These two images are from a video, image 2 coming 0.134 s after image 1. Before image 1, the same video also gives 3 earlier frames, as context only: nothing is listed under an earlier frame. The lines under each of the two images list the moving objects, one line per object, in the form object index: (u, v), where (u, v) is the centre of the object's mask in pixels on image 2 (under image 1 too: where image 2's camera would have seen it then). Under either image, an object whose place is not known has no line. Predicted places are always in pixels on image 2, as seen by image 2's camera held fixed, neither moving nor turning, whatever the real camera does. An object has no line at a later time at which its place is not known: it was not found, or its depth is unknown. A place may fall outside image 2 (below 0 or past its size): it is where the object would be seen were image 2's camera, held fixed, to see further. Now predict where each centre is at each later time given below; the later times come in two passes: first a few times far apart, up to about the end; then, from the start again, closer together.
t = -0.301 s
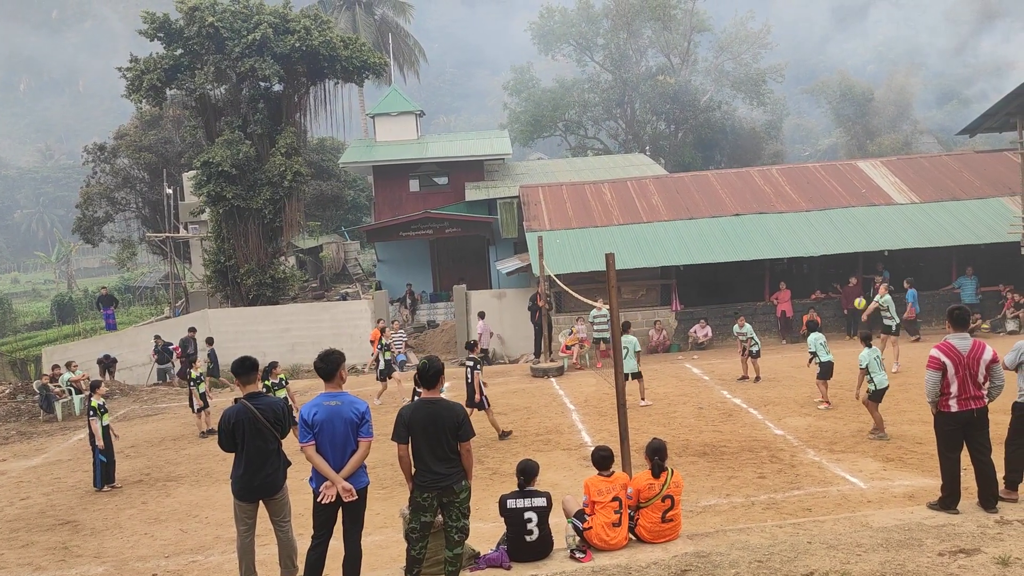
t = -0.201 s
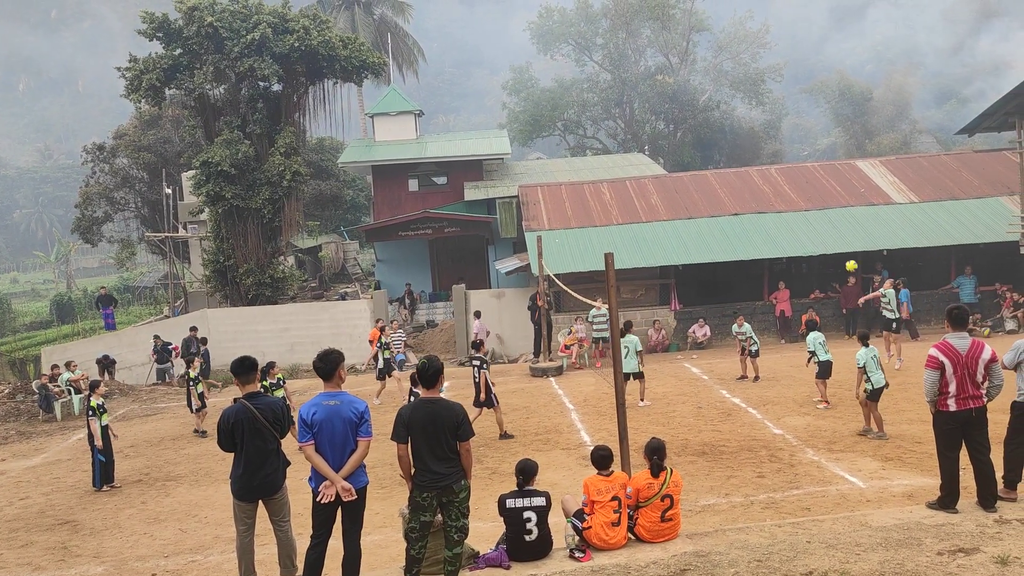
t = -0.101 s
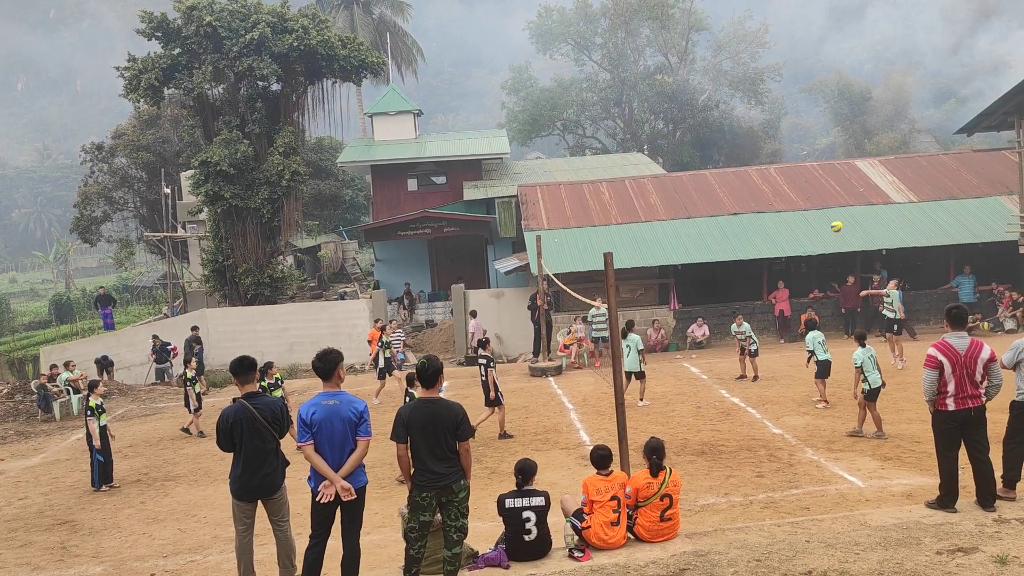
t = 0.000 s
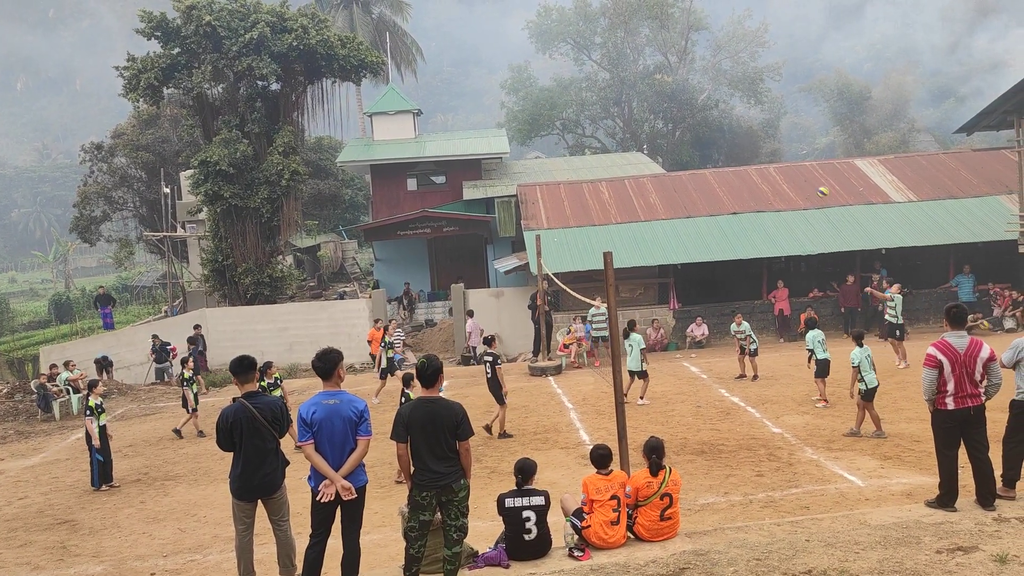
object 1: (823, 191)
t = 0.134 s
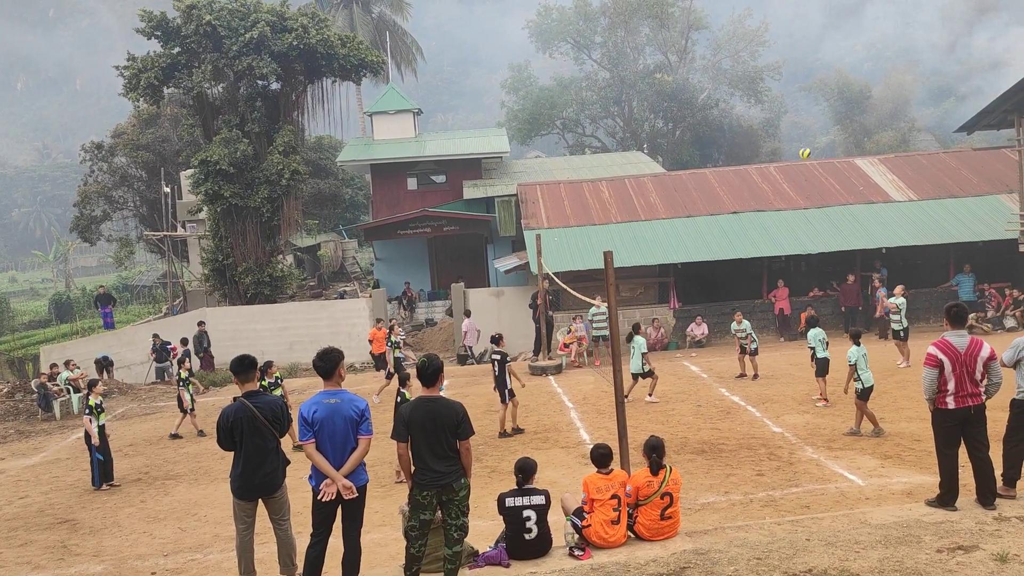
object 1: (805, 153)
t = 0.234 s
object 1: (792, 131)
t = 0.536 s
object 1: (753, 96)
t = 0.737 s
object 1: (728, 99)
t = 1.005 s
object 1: (696, 138)
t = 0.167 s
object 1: (801, 146)
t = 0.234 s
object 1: (792, 131)
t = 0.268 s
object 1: (787, 125)
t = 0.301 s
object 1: (783, 119)
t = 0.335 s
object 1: (779, 114)
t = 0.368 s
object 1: (775, 110)
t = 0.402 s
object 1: (771, 105)
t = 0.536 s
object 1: (753, 96)
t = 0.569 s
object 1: (749, 96)
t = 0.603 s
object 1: (745, 95)
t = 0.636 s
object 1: (741, 95)
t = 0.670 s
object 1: (736, 96)
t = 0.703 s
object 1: (732, 97)
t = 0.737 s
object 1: (728, 99)
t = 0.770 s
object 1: (724, 102)
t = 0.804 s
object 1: (720, 105)
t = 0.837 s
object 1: (716, 109)
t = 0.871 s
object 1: (713, 113)
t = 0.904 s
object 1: (708, 119)
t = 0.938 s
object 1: (704, 125)
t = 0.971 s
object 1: (700, 131)
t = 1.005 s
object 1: (696, 138)
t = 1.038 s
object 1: (692, 146)
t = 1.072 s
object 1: (688, 154)
